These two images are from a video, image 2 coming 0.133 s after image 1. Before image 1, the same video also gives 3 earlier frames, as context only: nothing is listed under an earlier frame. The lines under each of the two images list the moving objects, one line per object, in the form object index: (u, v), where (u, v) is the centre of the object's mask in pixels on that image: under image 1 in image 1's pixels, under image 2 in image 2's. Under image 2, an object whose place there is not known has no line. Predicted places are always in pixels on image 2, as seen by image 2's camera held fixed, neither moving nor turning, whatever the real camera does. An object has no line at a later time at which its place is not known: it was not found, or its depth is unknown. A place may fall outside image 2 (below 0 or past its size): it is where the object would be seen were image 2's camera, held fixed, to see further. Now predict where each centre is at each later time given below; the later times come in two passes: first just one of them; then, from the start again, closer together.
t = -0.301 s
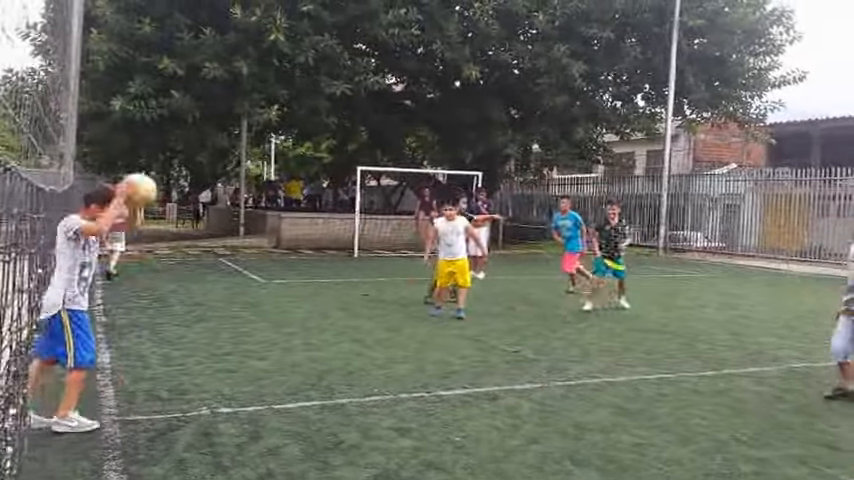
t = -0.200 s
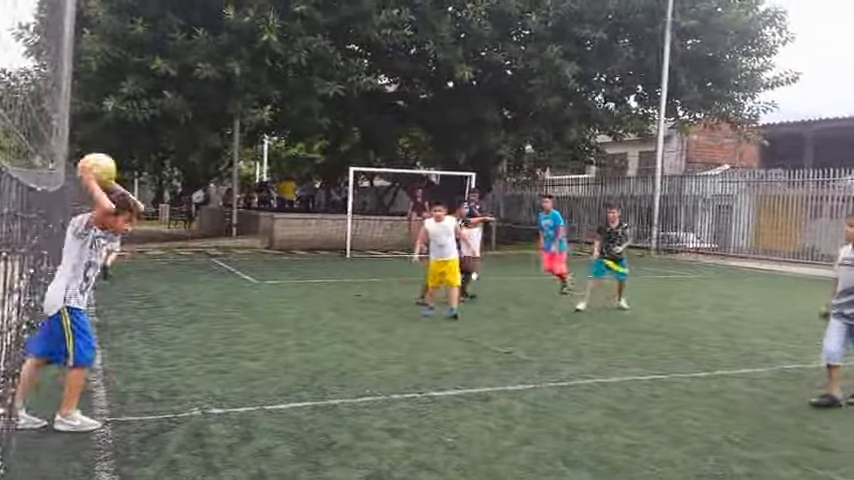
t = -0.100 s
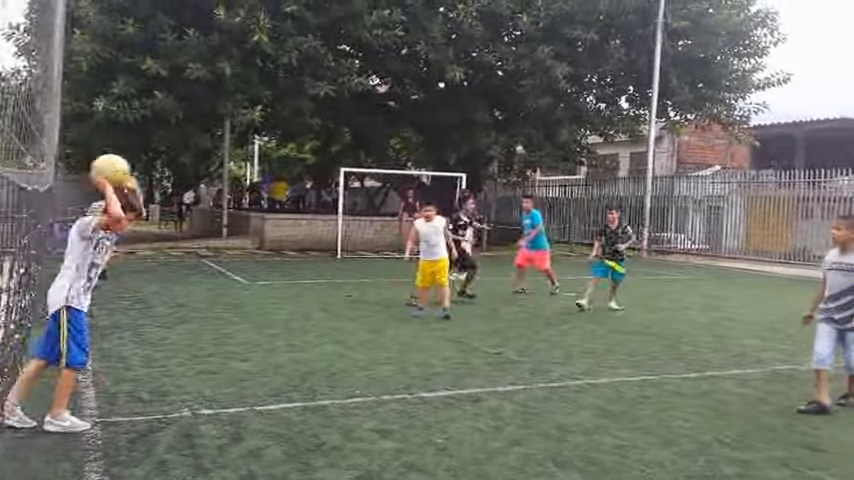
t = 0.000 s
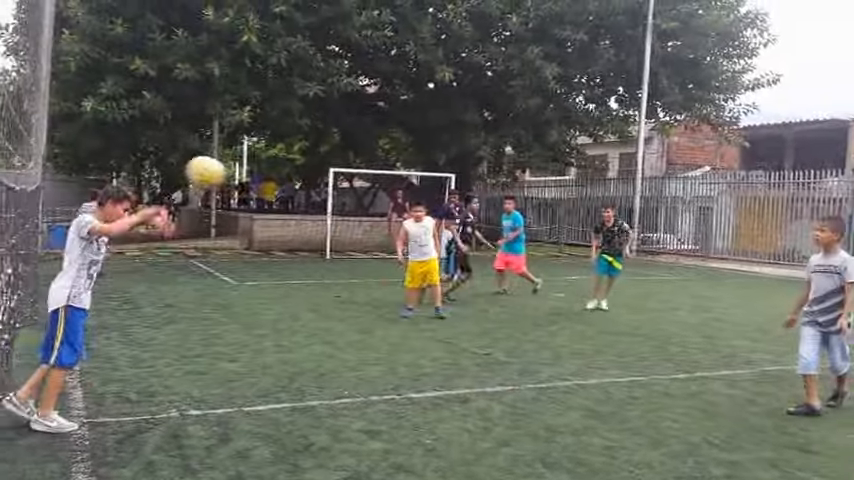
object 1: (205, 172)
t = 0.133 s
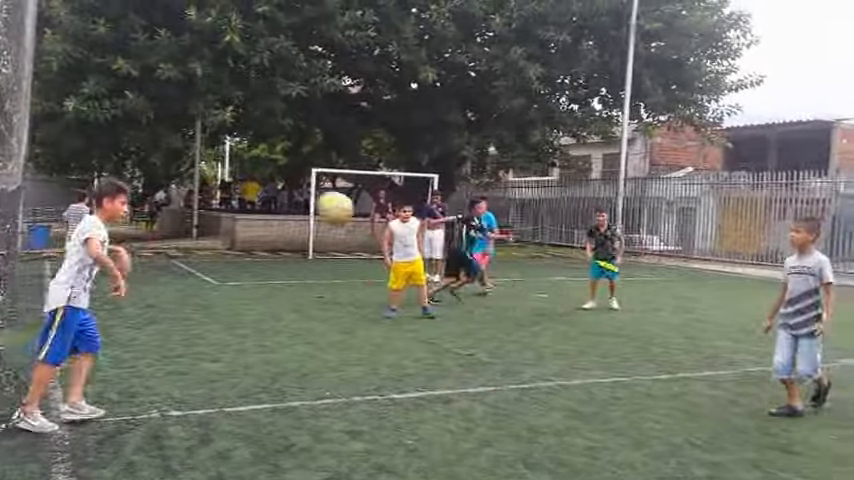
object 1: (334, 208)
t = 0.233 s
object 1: (437, 251)
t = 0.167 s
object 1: (369, 220)
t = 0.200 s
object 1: (403, 236)
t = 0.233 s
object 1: (437, 251)
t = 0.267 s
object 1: (473, 270)
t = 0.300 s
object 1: (508, 289)
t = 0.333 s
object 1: (544, 311)
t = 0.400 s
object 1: (613, 358)
